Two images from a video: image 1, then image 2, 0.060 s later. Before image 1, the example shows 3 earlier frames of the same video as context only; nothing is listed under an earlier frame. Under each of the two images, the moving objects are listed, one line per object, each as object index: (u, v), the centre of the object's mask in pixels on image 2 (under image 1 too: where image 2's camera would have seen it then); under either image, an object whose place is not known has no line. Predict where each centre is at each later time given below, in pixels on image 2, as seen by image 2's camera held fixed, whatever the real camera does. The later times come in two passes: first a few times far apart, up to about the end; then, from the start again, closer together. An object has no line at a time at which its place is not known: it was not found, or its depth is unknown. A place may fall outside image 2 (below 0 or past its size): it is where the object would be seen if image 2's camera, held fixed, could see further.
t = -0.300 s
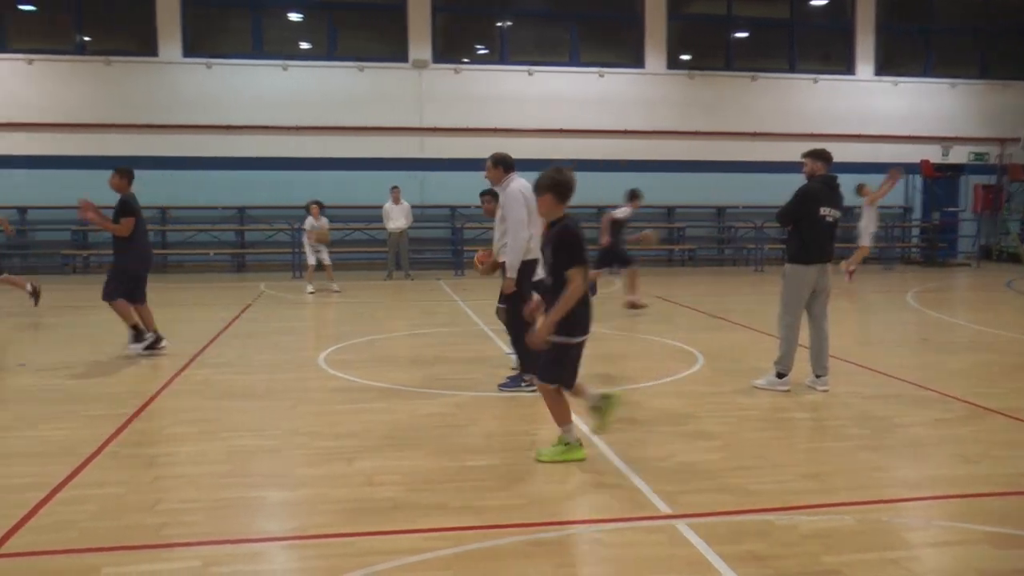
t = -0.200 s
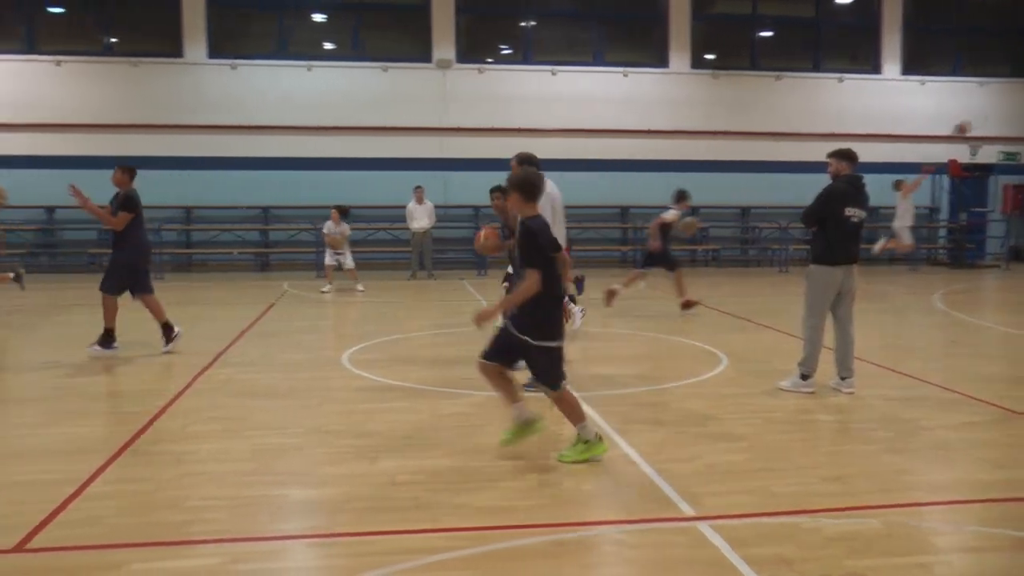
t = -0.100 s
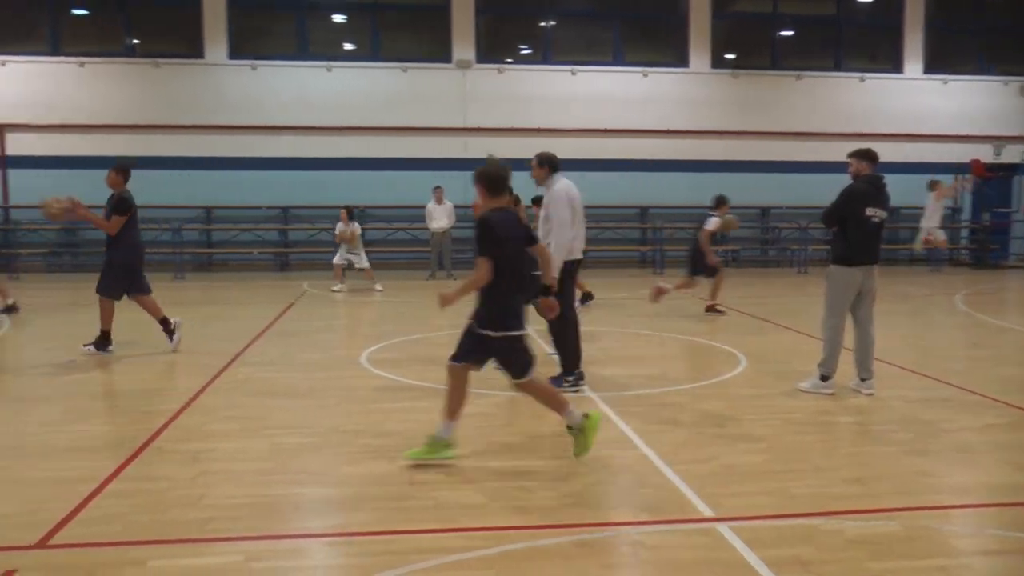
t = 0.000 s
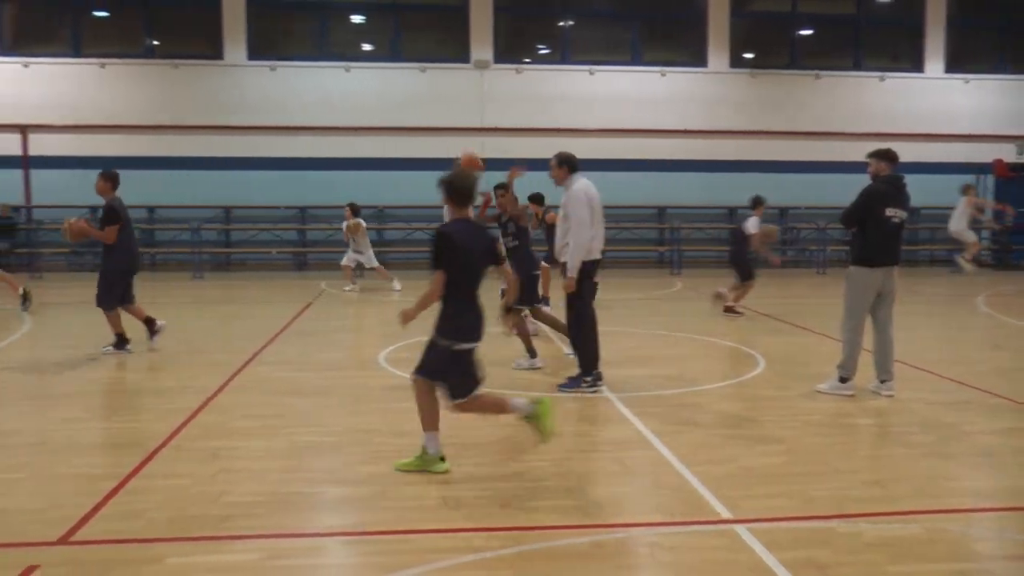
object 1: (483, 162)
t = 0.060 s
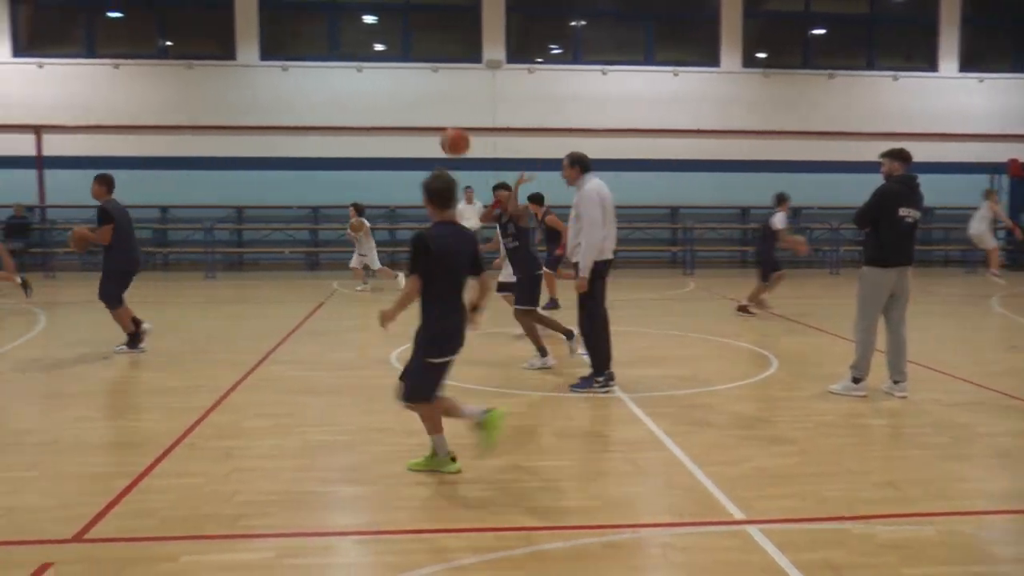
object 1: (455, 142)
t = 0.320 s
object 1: (329, 80)
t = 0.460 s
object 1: (245, 80)
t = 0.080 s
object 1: (446, 134)
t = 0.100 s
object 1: (438, 128)
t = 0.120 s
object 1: (429, 121)
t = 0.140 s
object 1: (420, 115)
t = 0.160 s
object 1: (411, 110)
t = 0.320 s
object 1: (329, 80)
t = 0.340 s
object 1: (318, 78)
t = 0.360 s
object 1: (307, 77)
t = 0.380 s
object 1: (295, 76)
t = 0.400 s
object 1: (283, 77)
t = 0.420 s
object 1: (270, 77)
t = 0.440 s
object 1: (258, 79)
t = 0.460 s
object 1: (245, 80)
